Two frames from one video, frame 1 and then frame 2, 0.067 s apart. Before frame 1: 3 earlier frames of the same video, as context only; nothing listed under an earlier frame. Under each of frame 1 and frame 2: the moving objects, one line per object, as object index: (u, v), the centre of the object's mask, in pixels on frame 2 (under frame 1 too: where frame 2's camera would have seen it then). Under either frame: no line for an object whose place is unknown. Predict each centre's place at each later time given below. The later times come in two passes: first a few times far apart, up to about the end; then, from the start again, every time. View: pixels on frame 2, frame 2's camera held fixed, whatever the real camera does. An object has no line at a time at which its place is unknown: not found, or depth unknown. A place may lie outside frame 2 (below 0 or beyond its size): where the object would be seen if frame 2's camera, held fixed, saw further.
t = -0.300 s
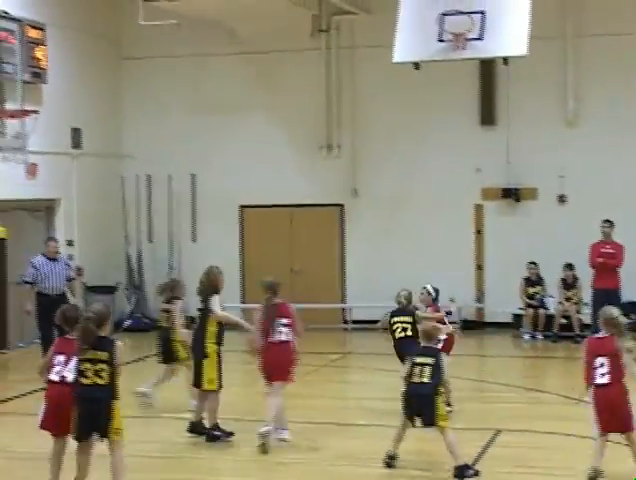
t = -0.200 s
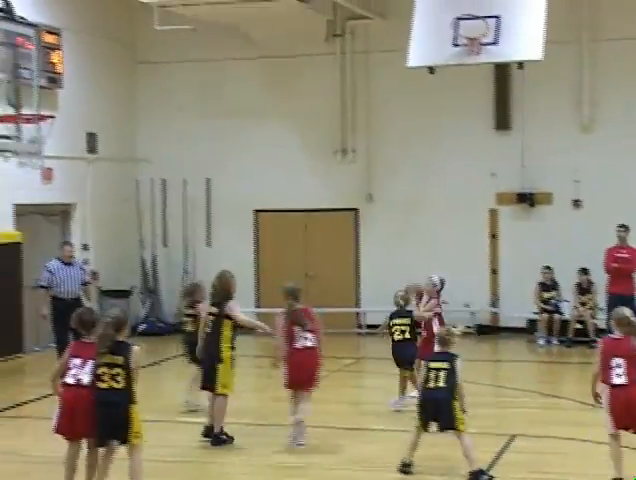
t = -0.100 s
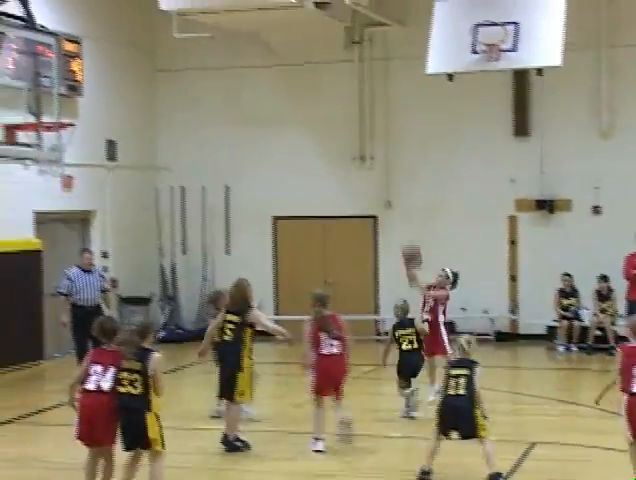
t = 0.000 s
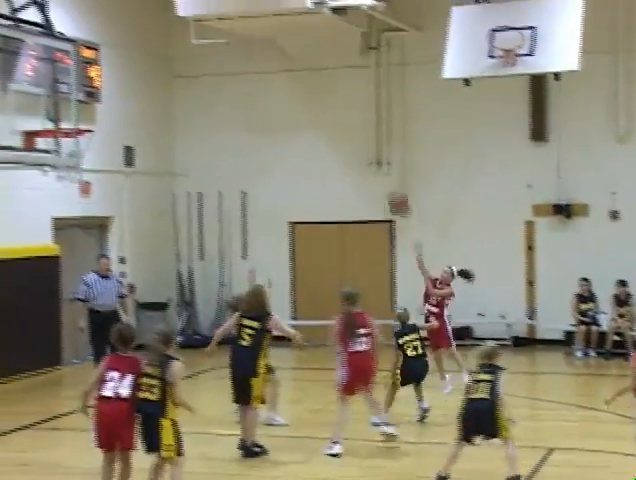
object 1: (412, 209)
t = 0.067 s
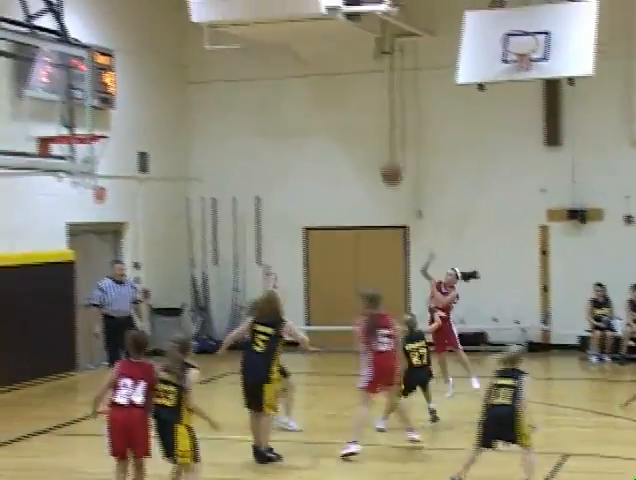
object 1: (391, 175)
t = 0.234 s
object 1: (337, 101)
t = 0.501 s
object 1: (245, 30)
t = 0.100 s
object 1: (381, 159)
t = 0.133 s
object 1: (369, 143)
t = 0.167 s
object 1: (358, 128)
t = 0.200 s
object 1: (347, 113)
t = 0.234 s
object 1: (337, 101)
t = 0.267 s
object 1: (326, 89)
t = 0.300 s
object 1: (314, 78)
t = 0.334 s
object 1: (303, 67)
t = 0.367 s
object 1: (291, 58)
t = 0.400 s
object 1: (280, 50)
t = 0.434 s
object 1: (269, 42)
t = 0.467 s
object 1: (257, 35)
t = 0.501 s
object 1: (245, 30)
